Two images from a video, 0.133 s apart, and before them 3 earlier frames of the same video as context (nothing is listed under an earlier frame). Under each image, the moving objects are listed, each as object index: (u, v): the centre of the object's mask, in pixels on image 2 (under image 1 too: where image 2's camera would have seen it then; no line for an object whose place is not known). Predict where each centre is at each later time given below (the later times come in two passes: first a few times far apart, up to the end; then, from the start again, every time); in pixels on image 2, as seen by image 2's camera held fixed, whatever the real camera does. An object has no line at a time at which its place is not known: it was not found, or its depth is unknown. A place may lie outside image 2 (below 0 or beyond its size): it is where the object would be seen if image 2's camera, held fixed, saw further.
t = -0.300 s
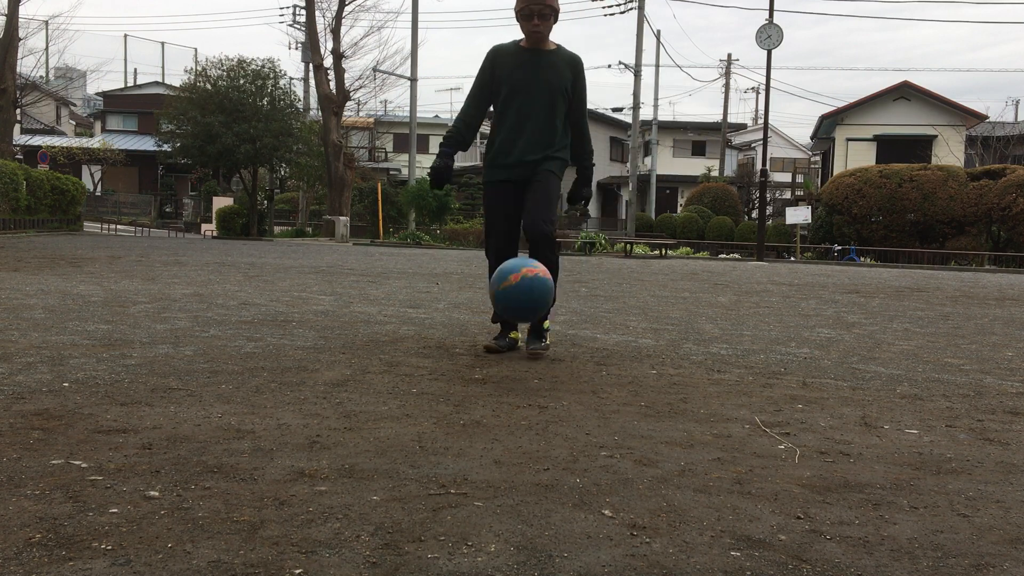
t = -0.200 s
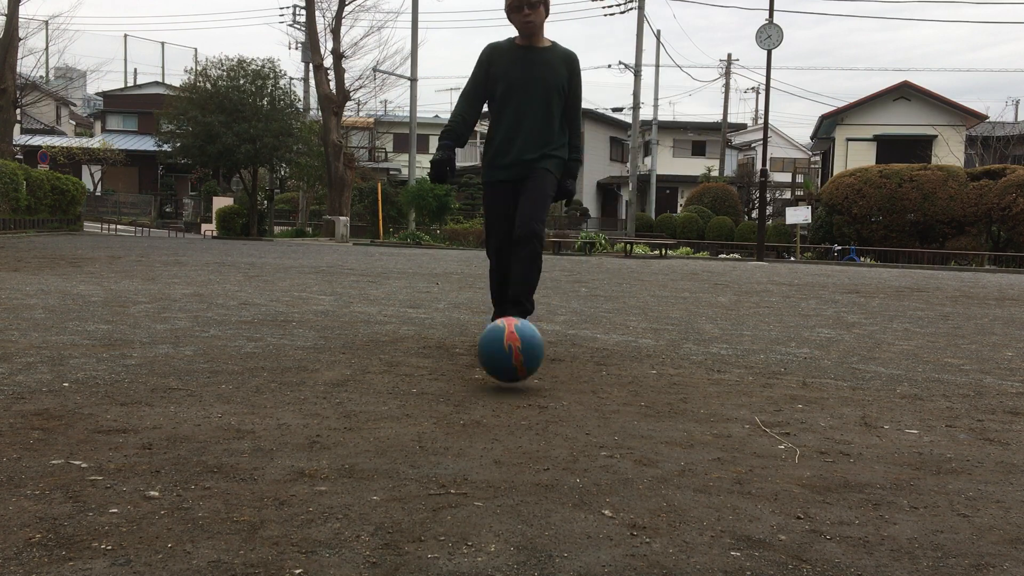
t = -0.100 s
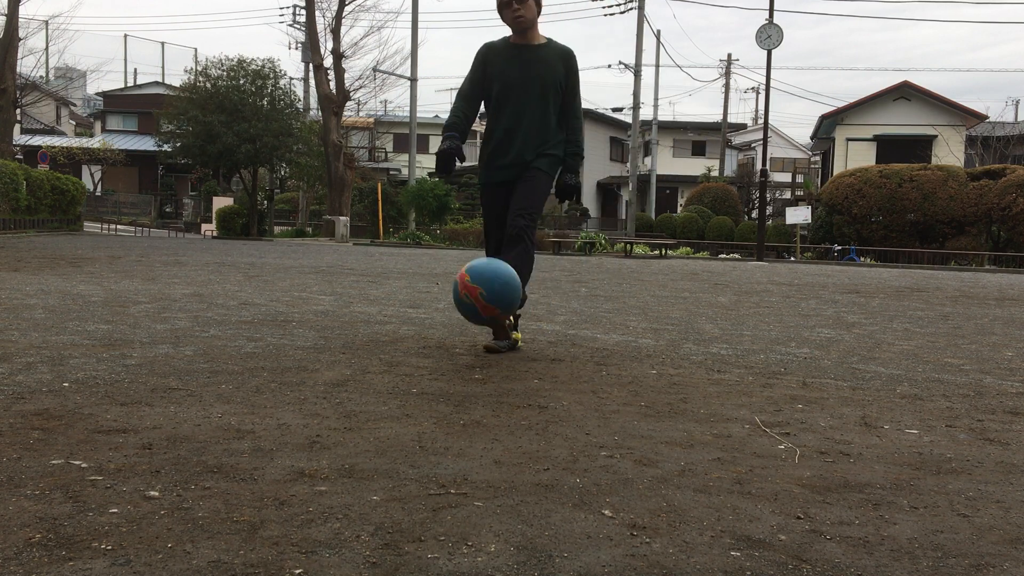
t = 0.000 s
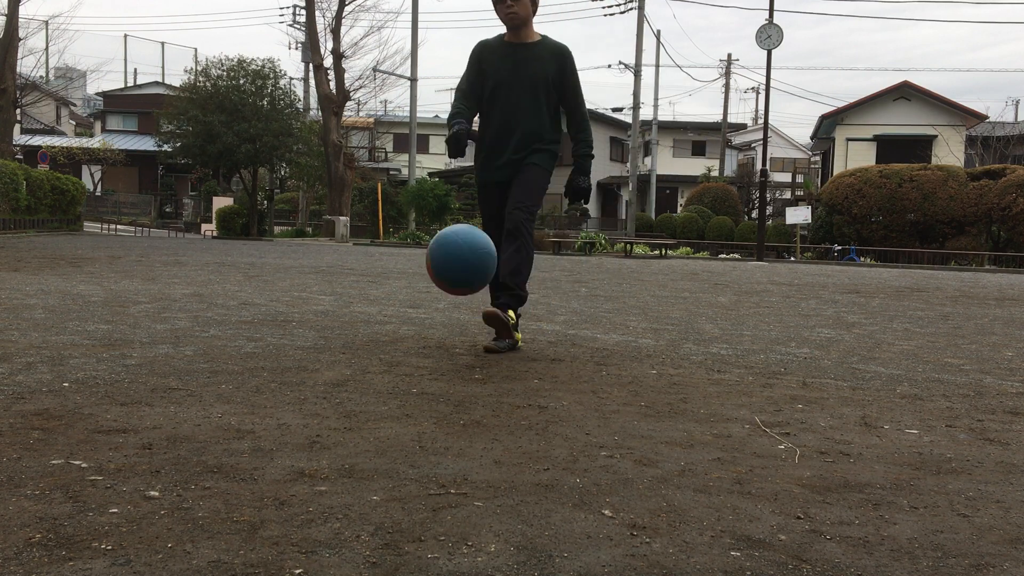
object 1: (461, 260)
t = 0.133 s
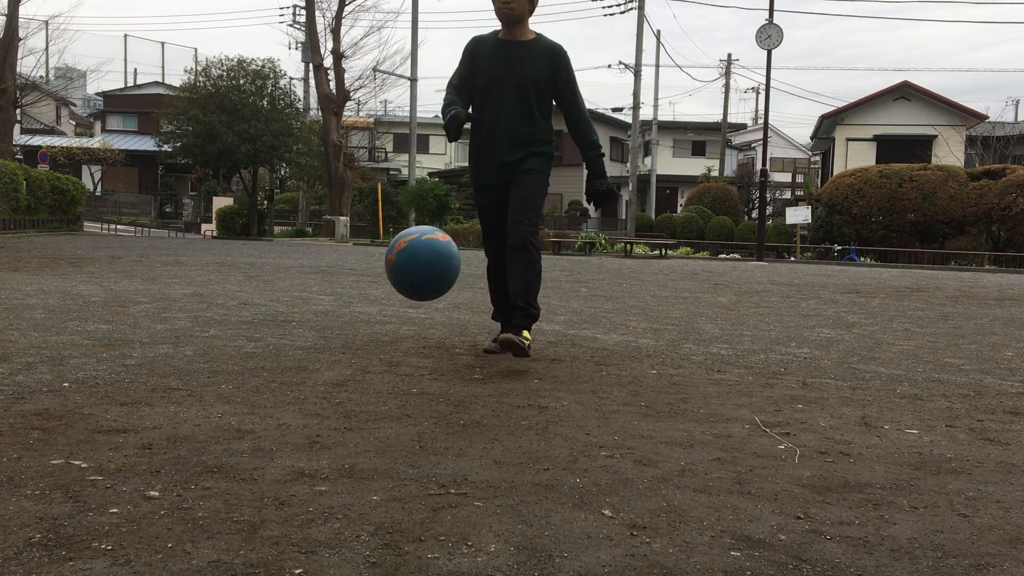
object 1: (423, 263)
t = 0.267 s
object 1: (379, 327)
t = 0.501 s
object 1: (299, 299)
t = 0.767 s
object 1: (185, 384)
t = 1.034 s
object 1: (45, 335)
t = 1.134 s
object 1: (15, 384)
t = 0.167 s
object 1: (412, 273)
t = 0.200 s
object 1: (401, 287)
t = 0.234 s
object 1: (390, 304)
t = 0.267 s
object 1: (379, 327)
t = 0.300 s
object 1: (367, 353)
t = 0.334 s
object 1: (355, 380)
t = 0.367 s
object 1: (344, 357)
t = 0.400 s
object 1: (334, 337)
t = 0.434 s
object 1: (322, 321)
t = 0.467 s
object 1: (311, 308)
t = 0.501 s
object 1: (299, 299)
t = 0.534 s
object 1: (286, 294)
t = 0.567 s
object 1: (273, 293)
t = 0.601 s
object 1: (260, 296)
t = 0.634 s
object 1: (246, 303)
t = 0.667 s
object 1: (232, 316)
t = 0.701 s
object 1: (217, 333)
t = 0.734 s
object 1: (201, 356)
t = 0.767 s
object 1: (185, 384)
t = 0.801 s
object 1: (168, 408)
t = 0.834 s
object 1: (152, 384)
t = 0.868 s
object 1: (135, 365)
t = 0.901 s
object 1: (117, 349)
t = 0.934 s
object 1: (98, 338)
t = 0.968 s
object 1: (78, 332)
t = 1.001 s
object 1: (58, 331)
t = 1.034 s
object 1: (45, 335)
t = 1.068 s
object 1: (35, 346)
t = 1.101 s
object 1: (25, 362)
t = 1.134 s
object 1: (15, 384)
